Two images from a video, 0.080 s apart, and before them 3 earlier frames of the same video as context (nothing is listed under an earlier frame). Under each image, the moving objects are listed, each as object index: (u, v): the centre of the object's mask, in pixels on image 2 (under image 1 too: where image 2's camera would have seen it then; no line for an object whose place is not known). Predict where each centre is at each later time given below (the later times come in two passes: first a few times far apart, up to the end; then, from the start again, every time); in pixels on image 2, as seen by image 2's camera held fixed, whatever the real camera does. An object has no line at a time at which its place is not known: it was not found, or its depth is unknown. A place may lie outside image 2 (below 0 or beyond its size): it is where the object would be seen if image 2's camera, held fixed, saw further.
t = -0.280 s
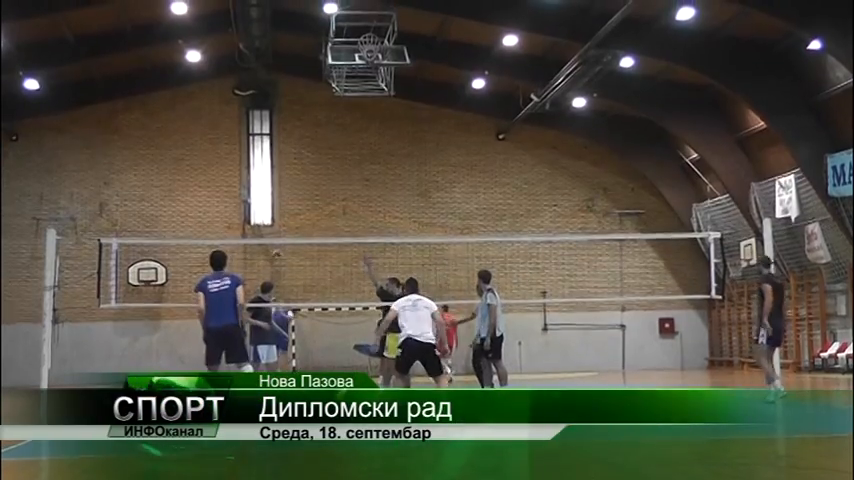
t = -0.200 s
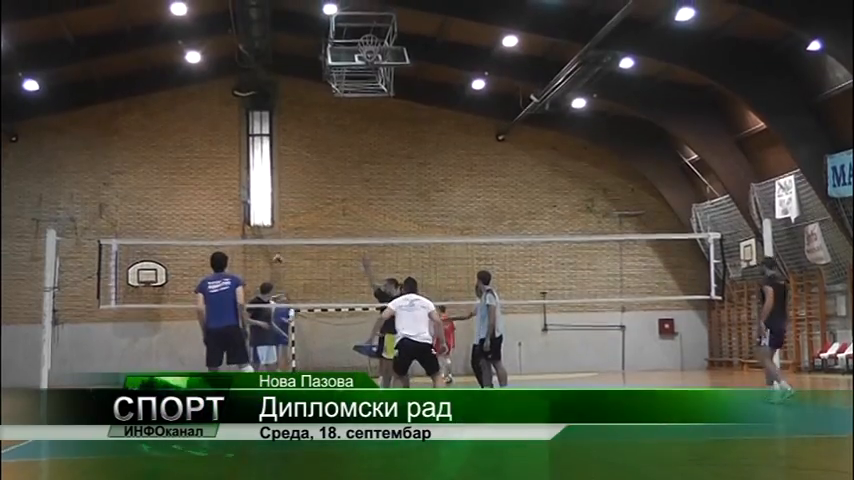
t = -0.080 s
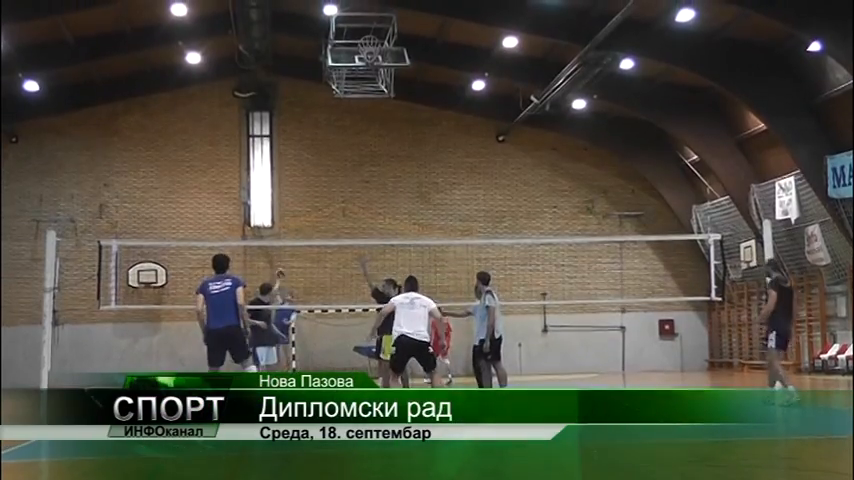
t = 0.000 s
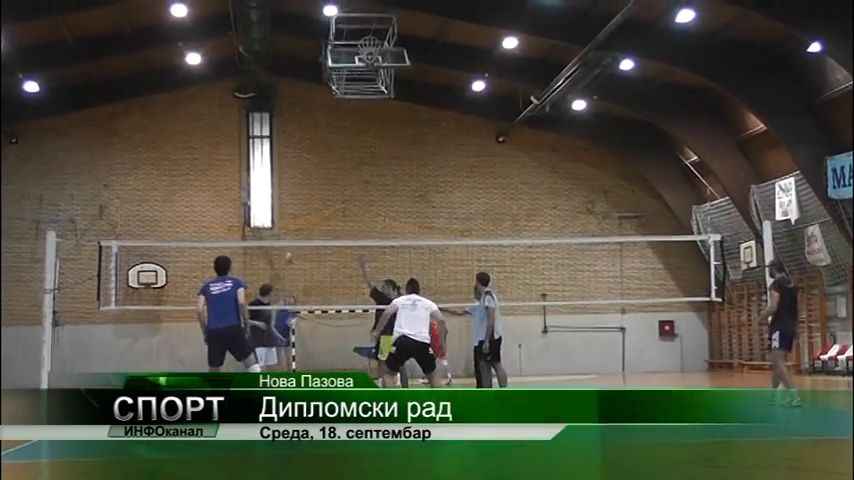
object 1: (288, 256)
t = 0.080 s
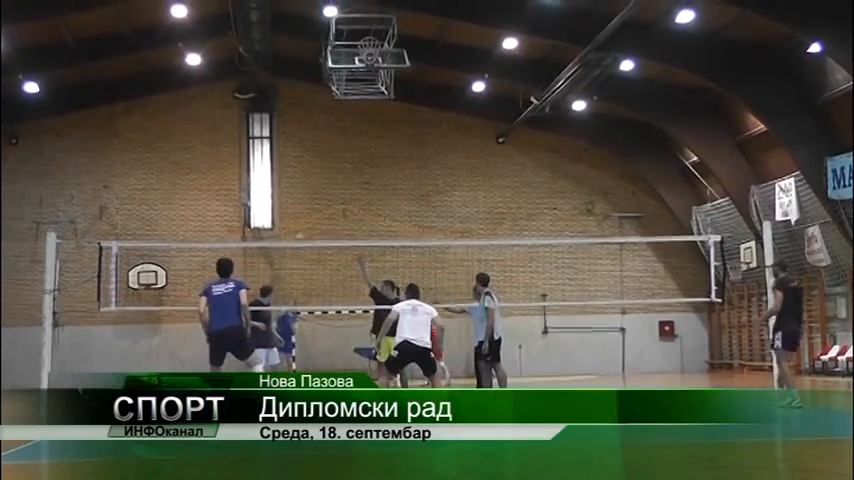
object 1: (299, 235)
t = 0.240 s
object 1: (326, 199)
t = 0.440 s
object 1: (357, 169)
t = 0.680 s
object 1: (391, 159)
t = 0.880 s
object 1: (419, 177)
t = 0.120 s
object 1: (307, 225)
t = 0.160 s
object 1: (312, 216)
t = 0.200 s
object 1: (319, 207)
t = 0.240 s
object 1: (326, 199)
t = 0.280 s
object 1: (332, 192)
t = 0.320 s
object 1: (338, 186)
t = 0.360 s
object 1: (345, 179)
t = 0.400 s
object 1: (350, 175)
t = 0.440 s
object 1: (357, 169)
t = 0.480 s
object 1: (363, 165)
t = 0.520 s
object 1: (369, 162)
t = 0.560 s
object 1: (374, 160)
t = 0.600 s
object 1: (380, 159)
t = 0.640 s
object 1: (386, 158)
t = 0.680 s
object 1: (391, 159)
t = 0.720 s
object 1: (397, 160)
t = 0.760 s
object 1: (402, 163)
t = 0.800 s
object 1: (407, 166)
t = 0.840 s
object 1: (413, 172)
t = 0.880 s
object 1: (419, 177)
